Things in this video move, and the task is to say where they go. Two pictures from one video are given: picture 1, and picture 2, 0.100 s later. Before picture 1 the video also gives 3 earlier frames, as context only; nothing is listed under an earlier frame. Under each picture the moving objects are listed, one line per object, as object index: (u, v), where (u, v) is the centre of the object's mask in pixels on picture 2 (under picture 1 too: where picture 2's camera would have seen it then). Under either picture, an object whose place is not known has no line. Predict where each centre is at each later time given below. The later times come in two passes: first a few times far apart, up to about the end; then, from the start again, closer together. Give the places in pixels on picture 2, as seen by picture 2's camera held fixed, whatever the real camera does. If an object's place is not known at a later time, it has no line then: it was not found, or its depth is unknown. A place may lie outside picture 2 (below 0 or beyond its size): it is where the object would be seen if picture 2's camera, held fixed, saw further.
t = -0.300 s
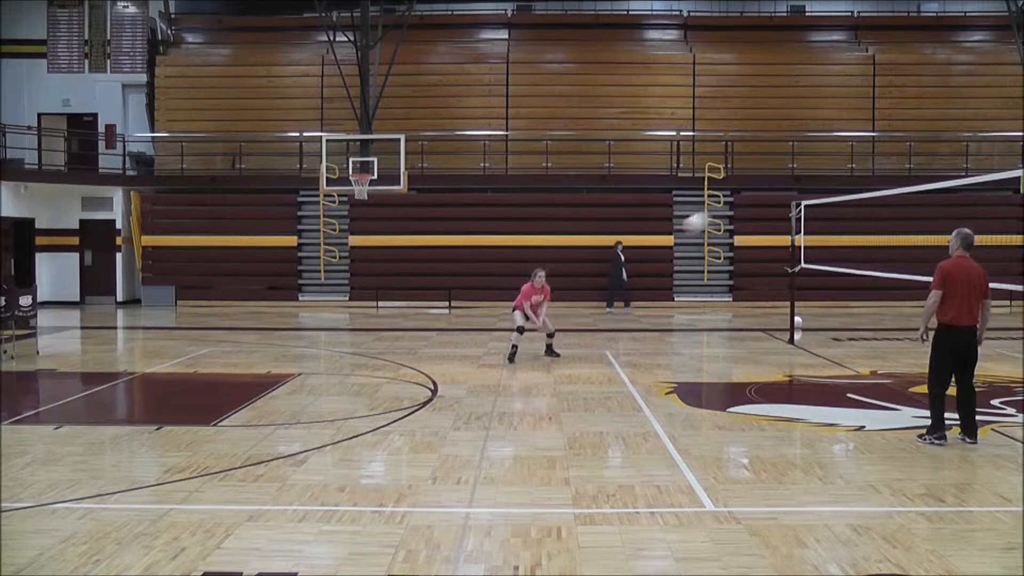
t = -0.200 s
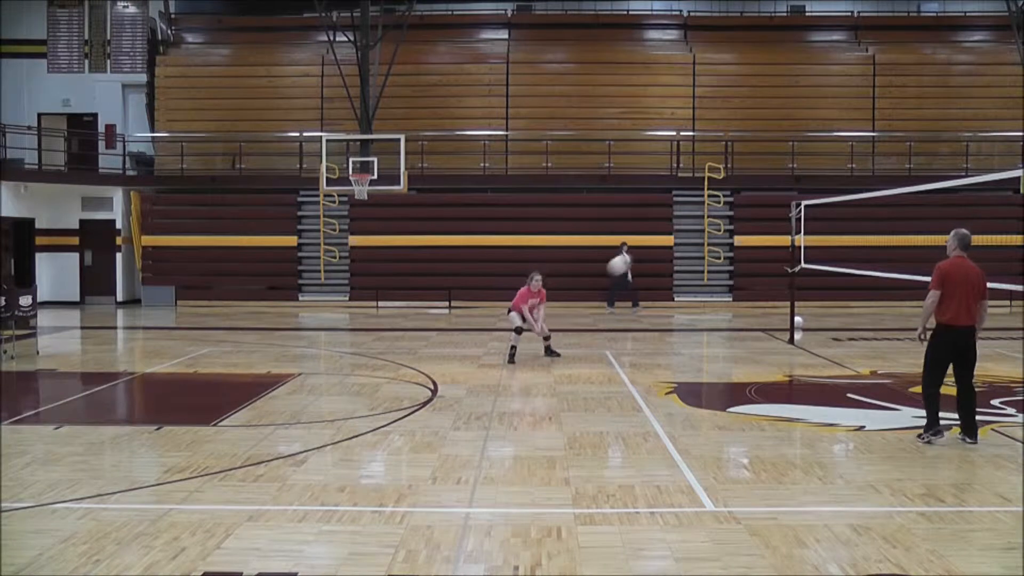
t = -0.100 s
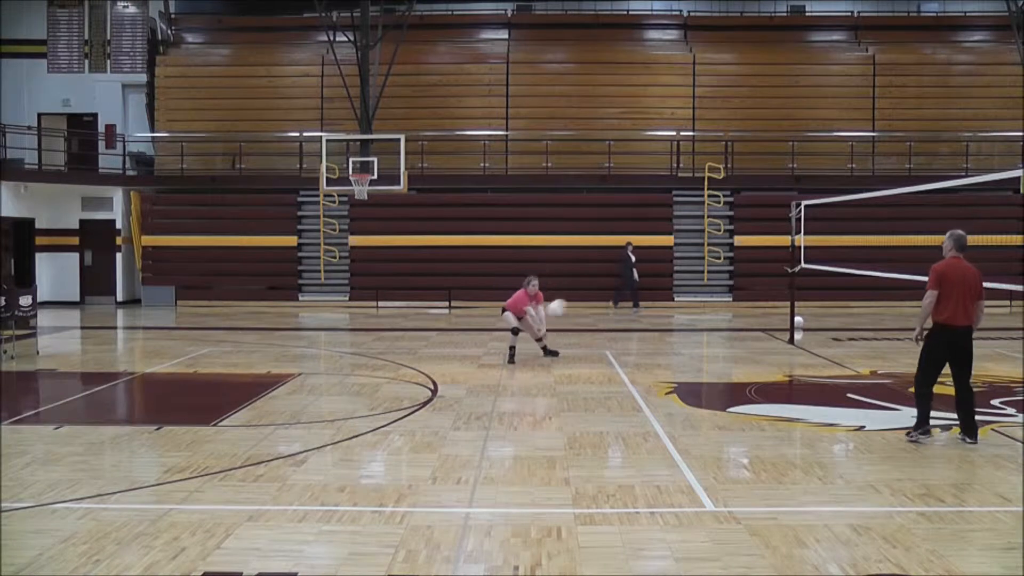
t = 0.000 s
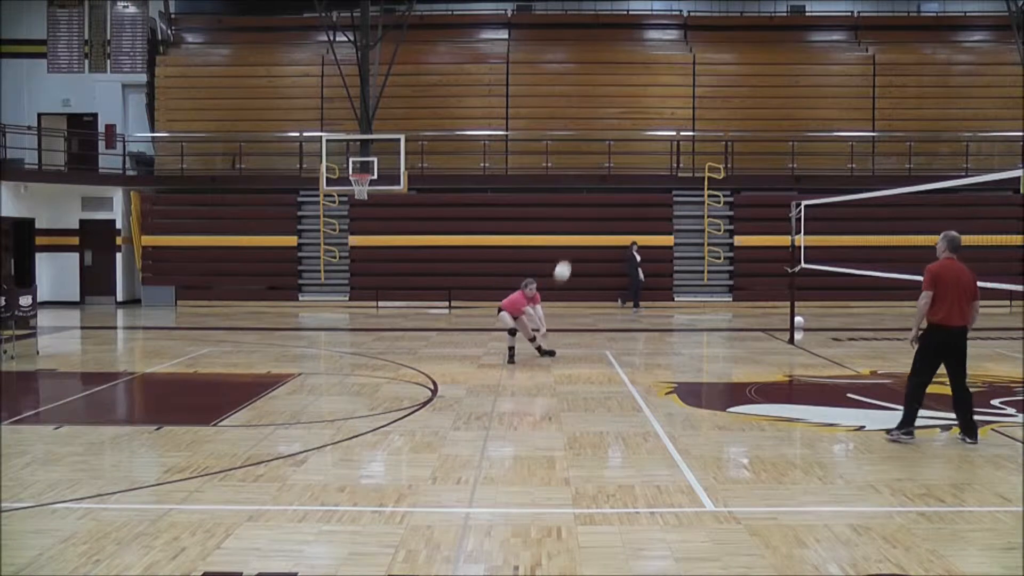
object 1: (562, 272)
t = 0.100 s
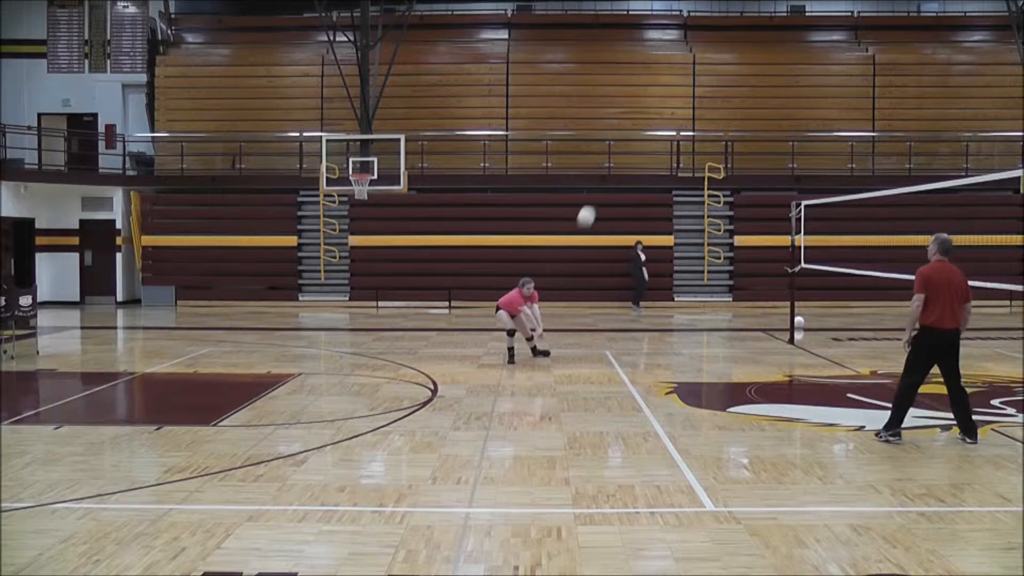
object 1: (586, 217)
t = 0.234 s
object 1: (618, 151)
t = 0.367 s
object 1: (654, 94)
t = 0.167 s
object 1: (602, 183)
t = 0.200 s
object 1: (611, 166)
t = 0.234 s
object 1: (618, 151)
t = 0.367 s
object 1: (654, 94)
